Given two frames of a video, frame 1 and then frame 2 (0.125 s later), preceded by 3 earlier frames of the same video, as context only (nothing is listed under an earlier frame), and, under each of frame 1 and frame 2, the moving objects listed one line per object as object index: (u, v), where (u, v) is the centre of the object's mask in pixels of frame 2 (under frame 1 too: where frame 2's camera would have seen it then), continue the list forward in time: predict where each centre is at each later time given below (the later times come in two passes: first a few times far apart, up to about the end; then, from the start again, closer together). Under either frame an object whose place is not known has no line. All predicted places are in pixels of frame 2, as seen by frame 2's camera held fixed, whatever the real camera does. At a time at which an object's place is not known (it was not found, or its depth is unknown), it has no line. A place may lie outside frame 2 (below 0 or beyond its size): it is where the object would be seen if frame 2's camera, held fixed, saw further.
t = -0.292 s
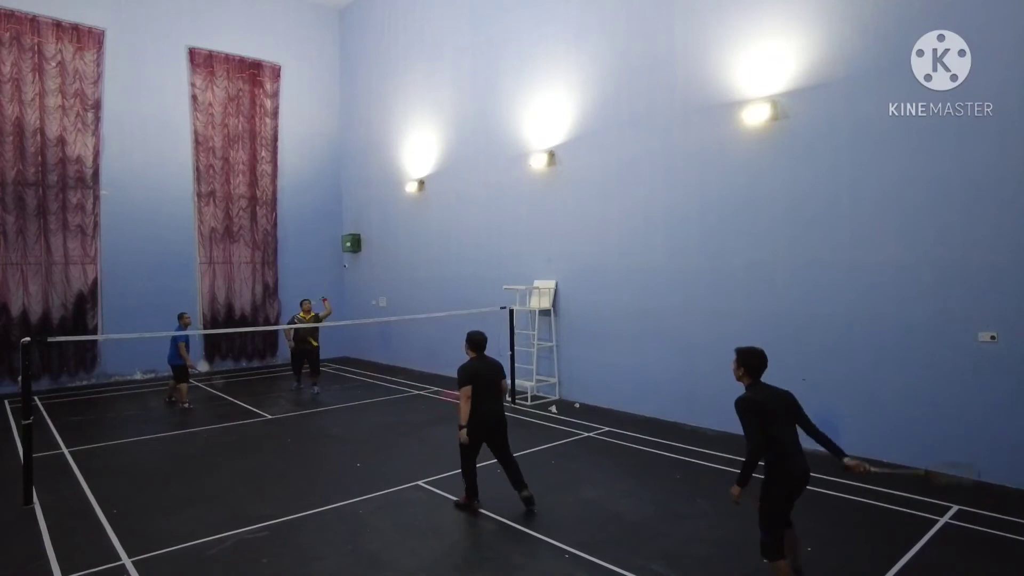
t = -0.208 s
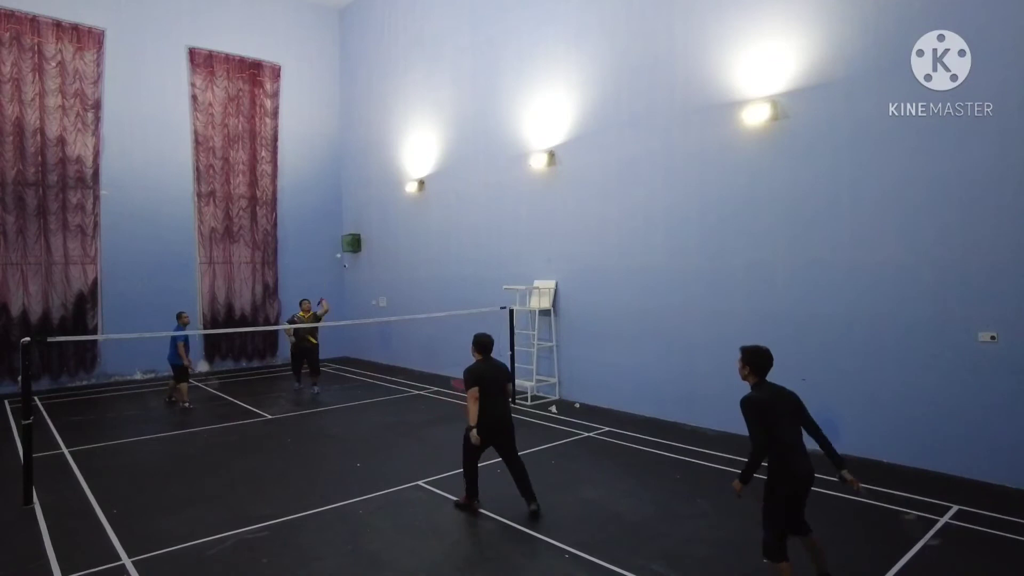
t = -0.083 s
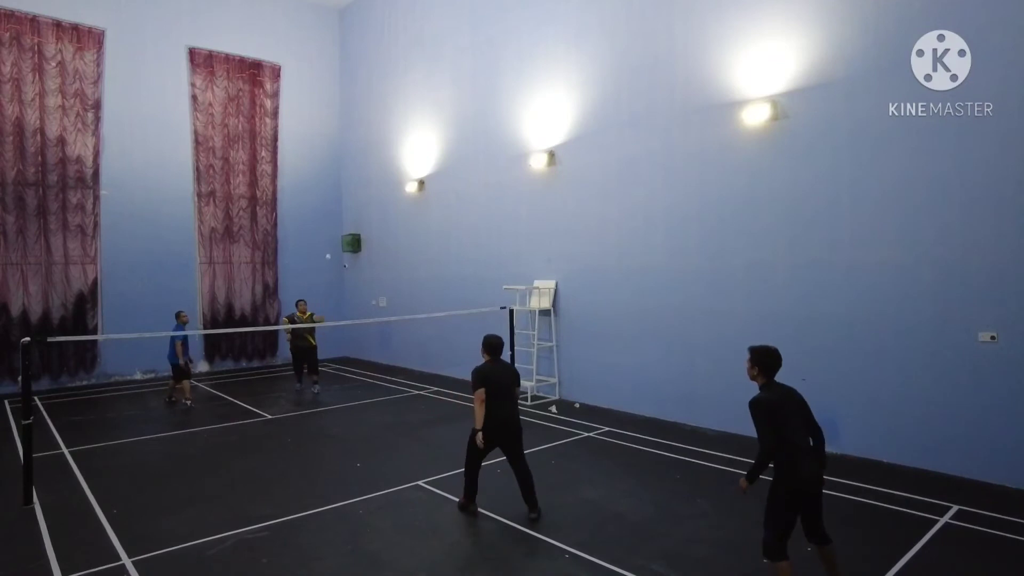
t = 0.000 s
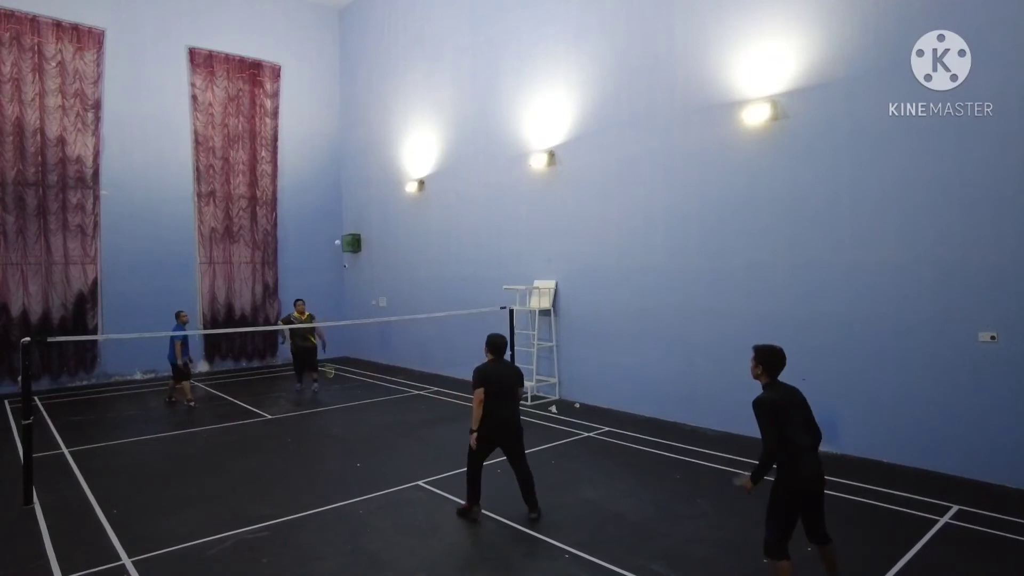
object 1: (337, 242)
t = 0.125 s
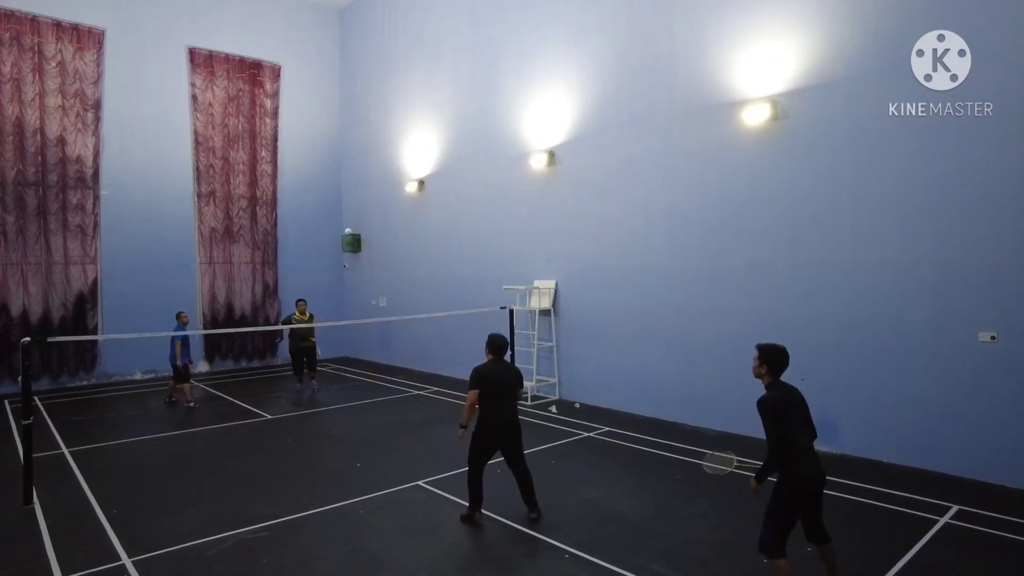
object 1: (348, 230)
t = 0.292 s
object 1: (364, 233)
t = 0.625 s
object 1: (399, 348)
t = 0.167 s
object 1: (353, 228)
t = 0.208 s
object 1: (356, 229)
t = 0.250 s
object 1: (361, 231)
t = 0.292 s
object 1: (364, 233)
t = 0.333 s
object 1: (369, 240)
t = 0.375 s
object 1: (371, 244)
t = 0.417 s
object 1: (377, 256)
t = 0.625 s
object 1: (399, 348)
